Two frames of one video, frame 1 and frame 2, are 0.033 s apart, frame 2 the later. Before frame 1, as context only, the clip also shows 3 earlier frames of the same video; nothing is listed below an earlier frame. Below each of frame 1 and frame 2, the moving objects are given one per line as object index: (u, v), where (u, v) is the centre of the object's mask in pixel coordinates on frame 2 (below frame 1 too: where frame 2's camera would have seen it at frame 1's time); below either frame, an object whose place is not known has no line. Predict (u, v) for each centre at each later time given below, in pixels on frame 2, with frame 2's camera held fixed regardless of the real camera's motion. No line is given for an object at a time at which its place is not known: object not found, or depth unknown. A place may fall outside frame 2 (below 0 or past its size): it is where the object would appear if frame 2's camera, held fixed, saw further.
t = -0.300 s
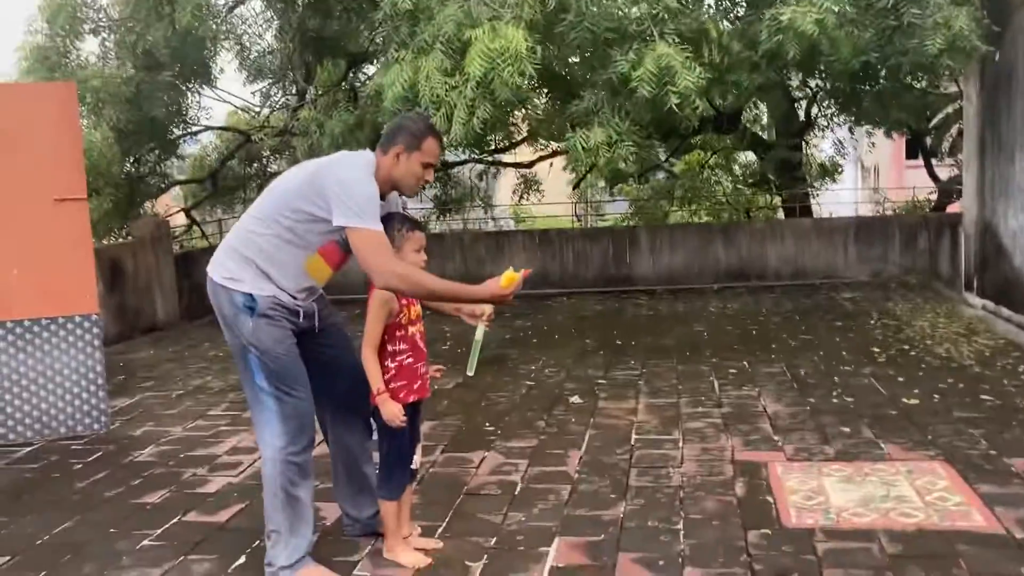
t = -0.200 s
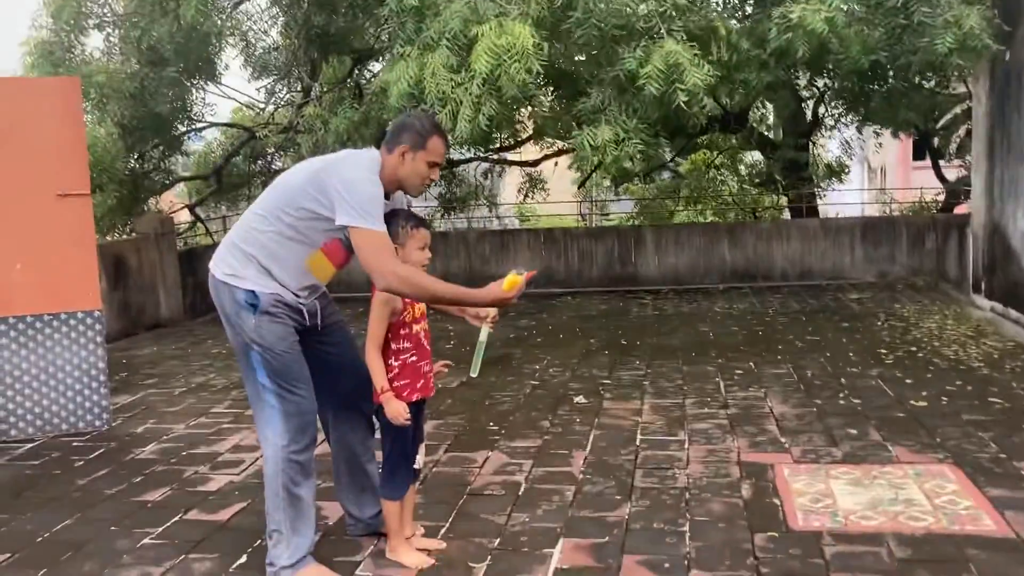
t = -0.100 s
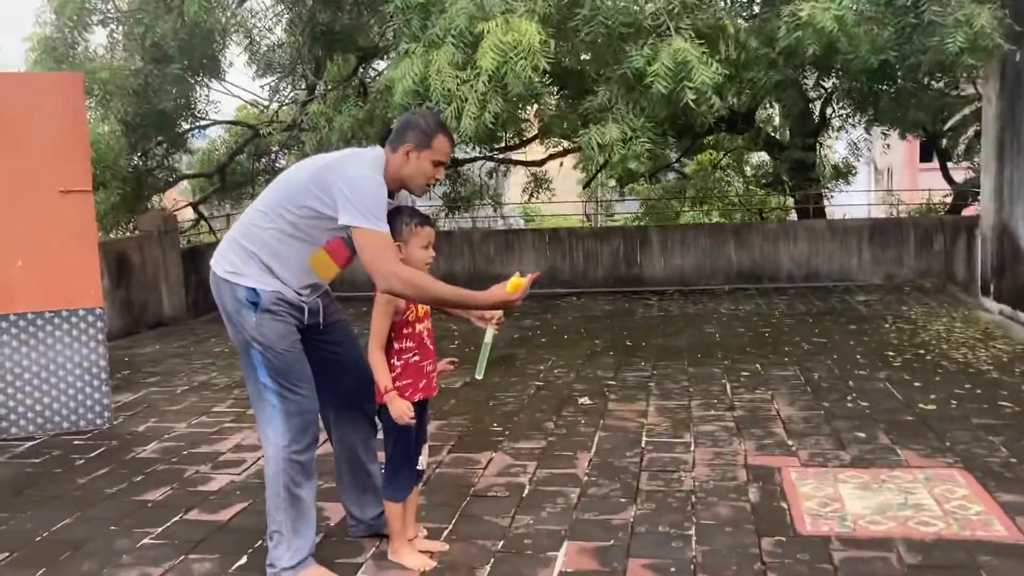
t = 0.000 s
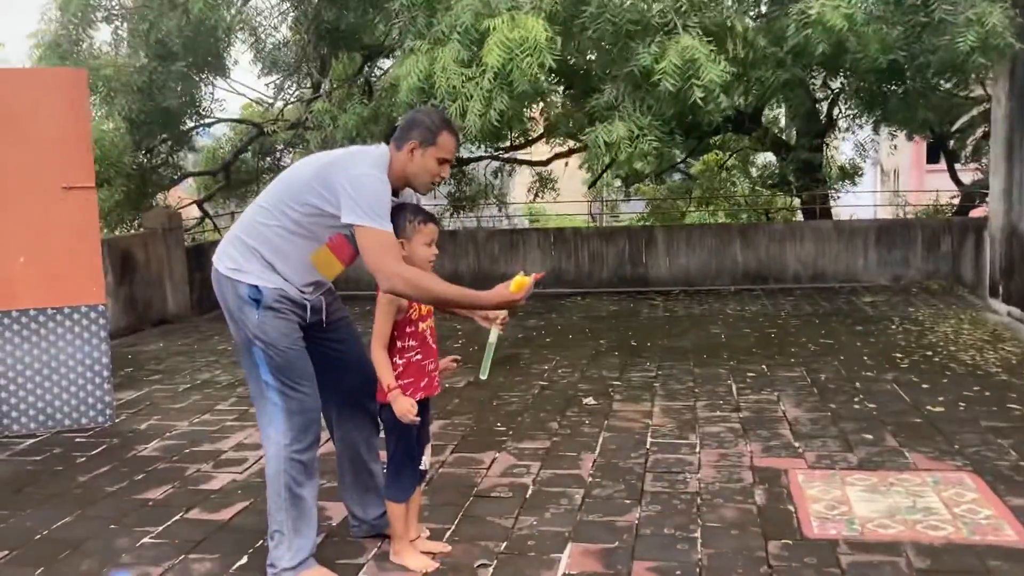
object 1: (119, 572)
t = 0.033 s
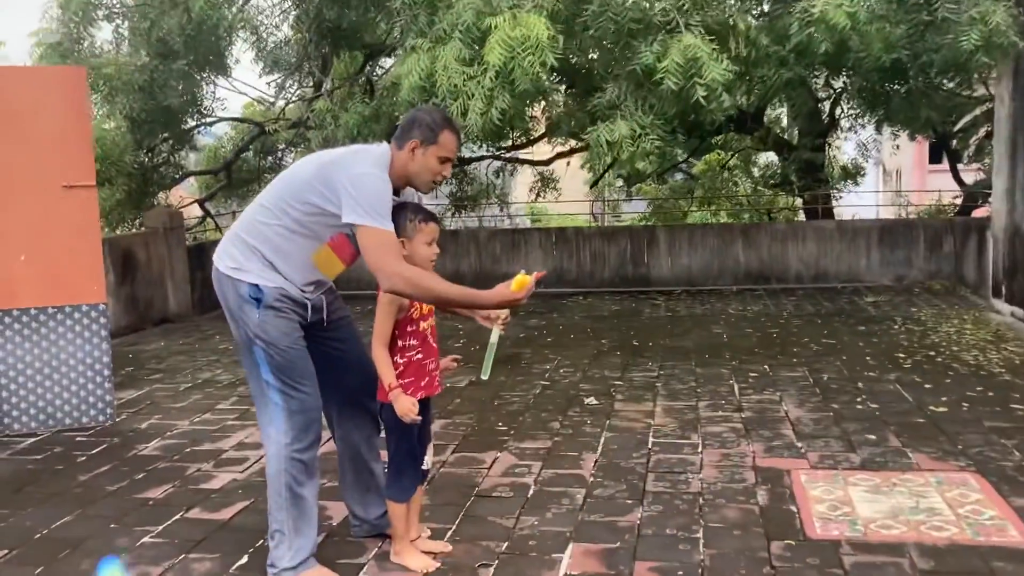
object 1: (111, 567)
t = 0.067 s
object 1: (105, 561)
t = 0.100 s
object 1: (100, 551)
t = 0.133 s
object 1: (94, 539)
